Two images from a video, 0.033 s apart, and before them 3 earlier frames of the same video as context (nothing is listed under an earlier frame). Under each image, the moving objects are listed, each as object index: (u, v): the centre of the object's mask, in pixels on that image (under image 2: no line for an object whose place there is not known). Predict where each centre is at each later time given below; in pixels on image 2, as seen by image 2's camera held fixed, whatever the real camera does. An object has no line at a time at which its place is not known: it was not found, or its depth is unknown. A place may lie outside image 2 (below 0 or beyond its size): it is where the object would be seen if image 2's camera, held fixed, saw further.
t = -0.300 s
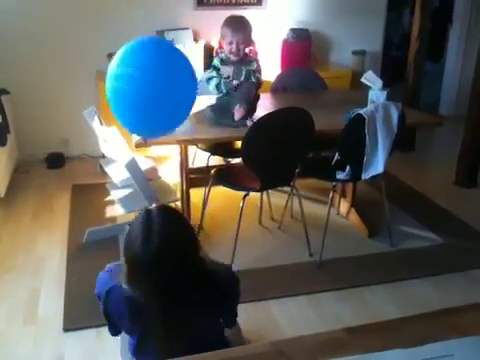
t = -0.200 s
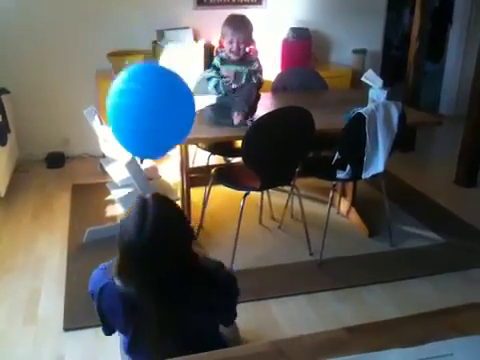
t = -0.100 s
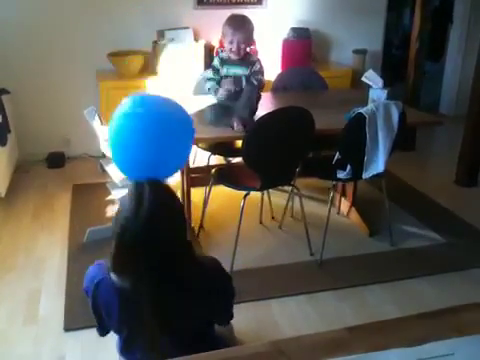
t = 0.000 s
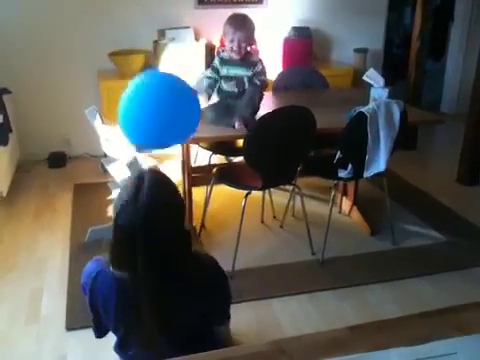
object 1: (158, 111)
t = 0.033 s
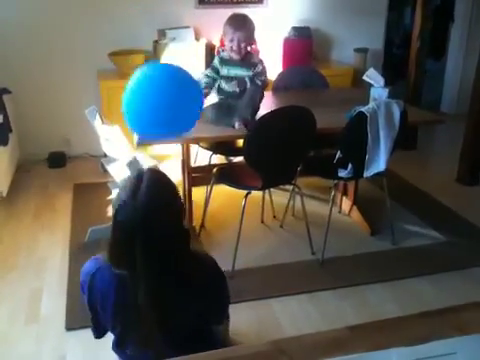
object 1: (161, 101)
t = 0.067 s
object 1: (163, 94)
